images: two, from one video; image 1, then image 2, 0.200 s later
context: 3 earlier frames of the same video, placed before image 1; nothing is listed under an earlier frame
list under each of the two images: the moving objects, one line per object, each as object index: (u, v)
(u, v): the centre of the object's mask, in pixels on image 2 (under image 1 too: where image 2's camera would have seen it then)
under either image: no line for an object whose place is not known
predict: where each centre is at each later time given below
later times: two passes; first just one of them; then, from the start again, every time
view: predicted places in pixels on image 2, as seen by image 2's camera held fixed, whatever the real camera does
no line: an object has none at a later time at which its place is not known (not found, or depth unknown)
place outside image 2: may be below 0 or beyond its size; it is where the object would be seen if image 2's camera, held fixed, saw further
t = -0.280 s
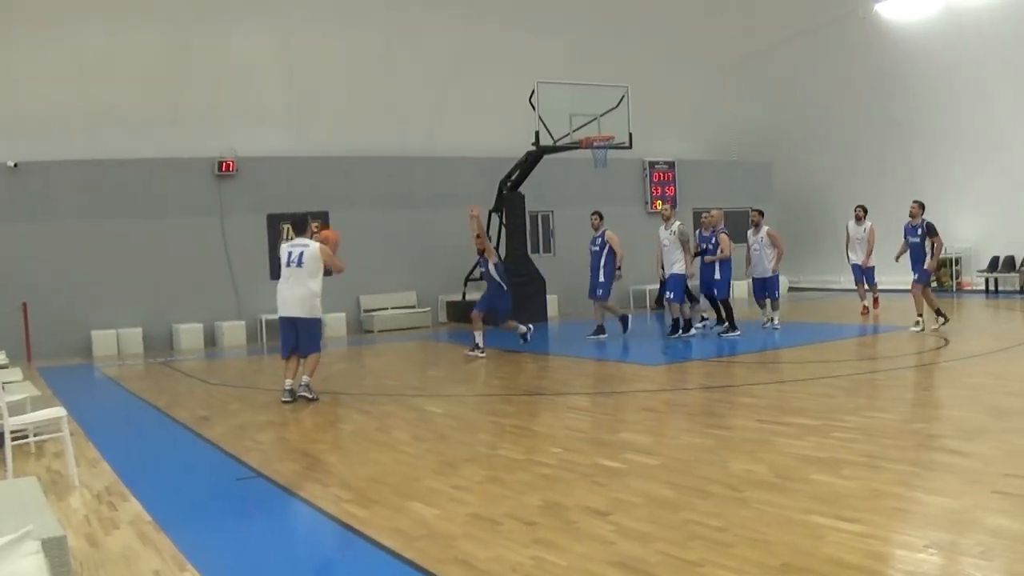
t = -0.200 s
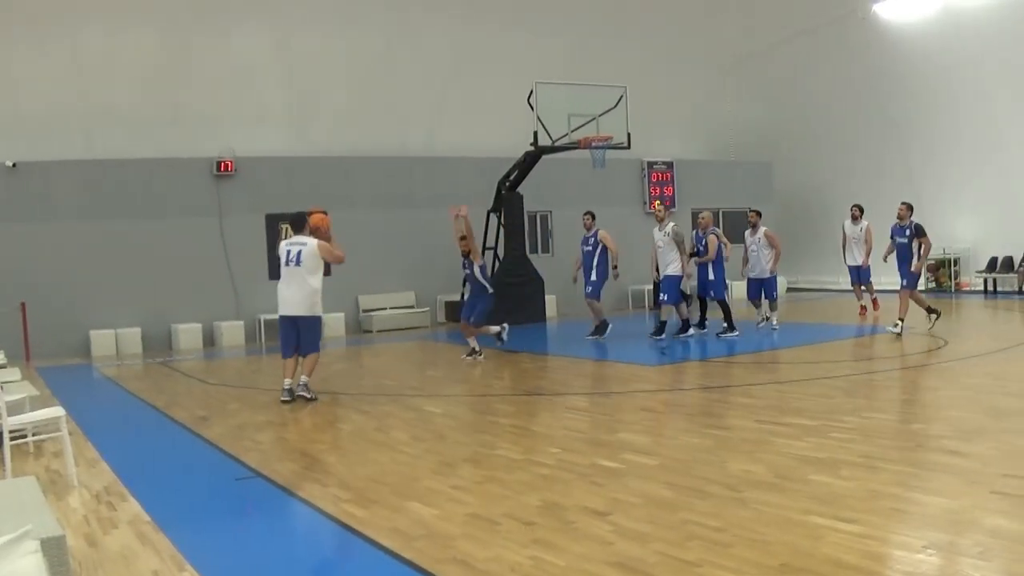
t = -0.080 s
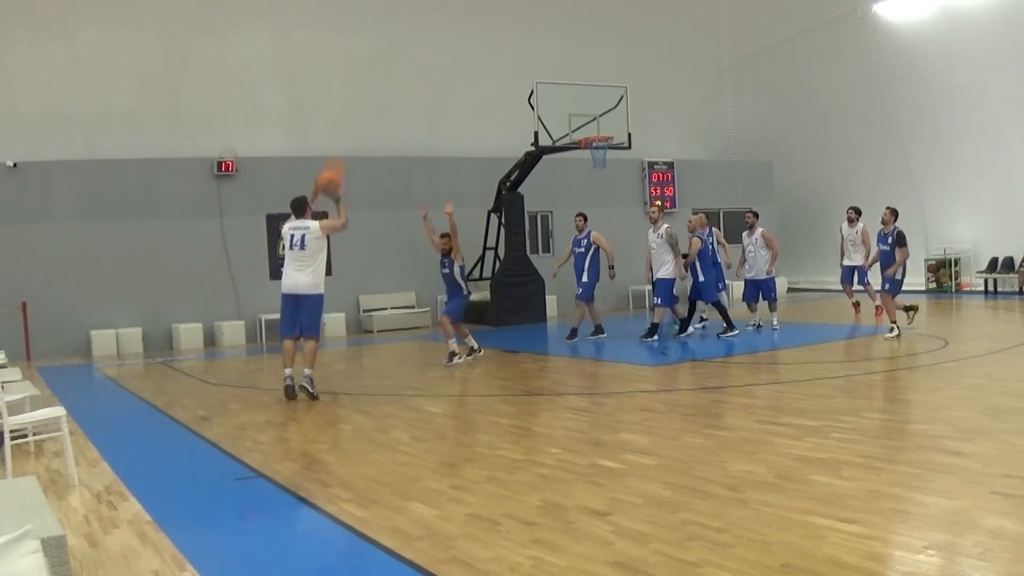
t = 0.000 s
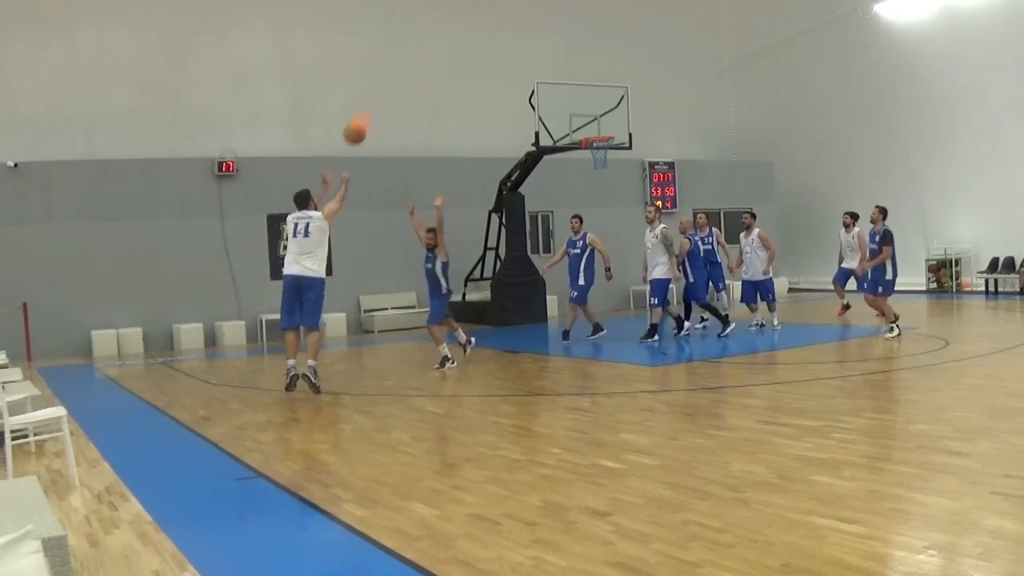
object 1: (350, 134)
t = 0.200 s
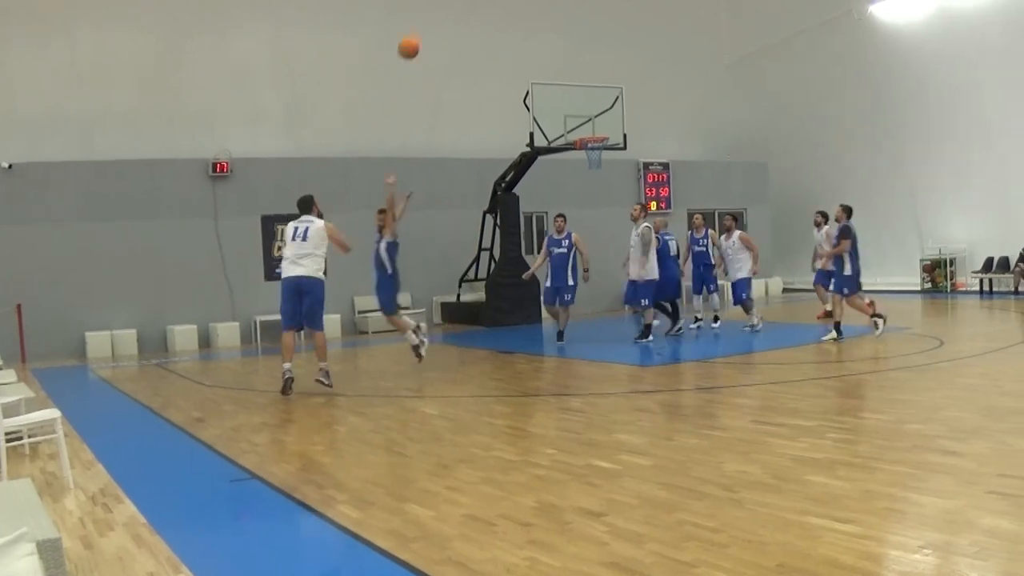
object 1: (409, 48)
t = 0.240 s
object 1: (418, 37)
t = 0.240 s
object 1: (418, 37)
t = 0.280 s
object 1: (426, 27)
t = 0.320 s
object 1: (434, 20)
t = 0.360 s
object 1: (441, 14)
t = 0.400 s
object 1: (448, 10)
